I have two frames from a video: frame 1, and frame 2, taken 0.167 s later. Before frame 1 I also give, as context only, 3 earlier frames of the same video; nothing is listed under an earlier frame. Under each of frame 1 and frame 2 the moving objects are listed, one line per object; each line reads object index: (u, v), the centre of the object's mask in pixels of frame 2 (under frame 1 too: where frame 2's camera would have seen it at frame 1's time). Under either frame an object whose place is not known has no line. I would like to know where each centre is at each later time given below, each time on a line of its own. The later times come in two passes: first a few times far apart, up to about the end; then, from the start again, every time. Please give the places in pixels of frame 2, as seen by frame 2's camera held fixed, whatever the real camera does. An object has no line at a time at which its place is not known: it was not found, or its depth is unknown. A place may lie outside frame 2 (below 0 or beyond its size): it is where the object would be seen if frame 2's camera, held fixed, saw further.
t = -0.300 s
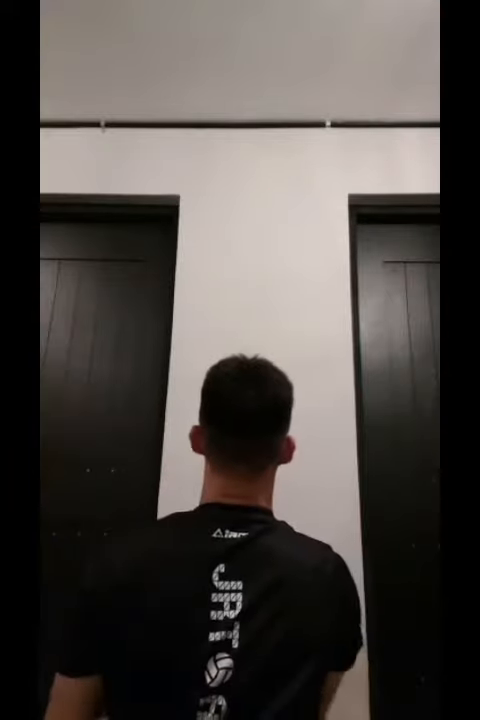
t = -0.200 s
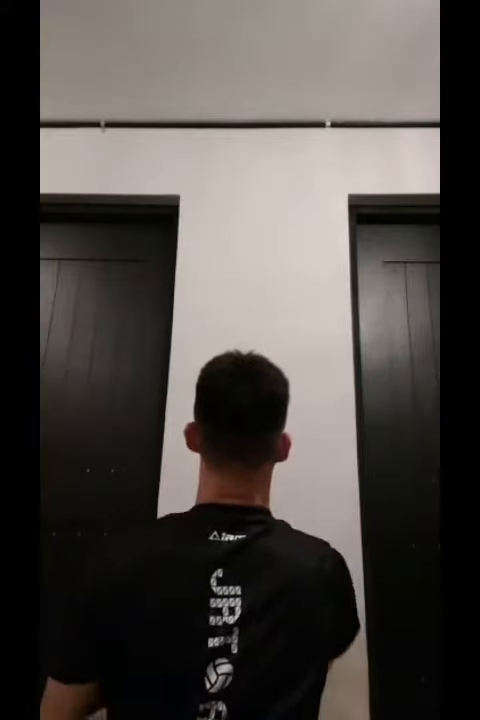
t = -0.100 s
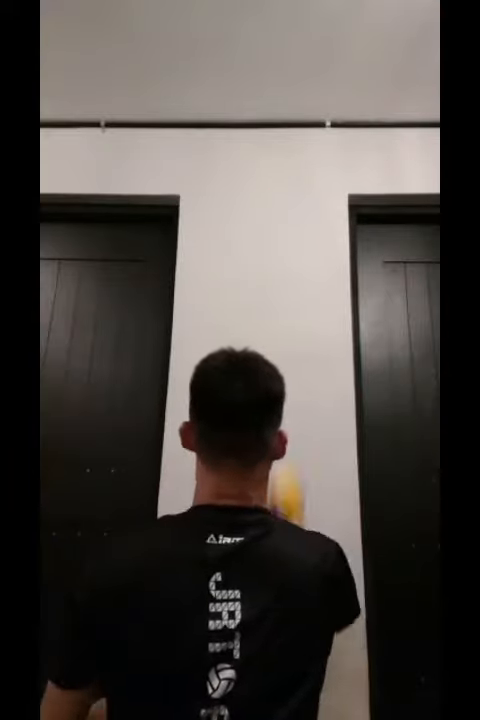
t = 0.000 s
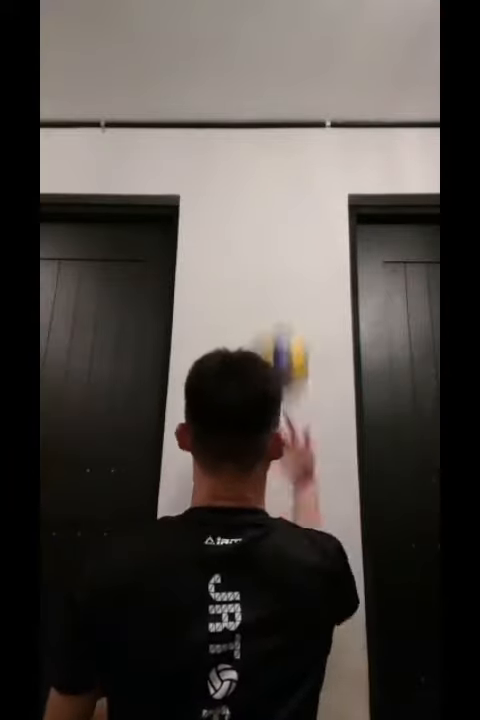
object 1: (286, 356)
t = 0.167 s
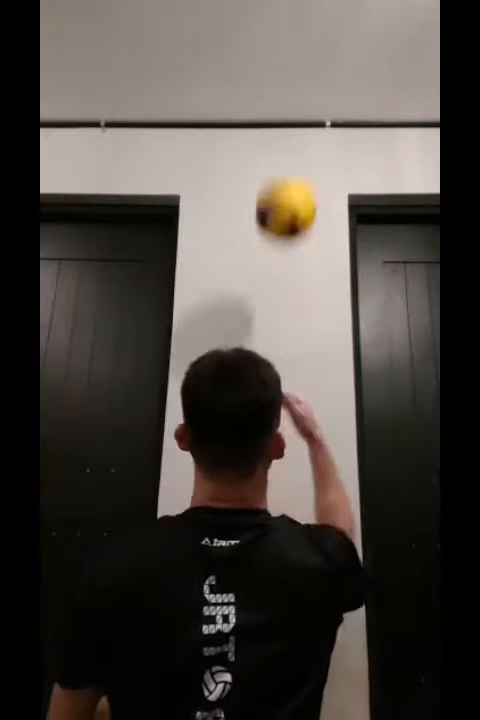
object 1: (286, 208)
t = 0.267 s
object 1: (291, 152)
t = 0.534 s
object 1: (304, 118)
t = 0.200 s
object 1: (287, 187)
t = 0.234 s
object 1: (289, 169)
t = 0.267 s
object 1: (291, 152)
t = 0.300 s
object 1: (293, 140)
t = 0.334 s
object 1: (294, 129)
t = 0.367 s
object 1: (296, 119)
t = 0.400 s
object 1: (298, 115)
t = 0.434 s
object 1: (300, 110)
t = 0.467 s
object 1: (301, 111)
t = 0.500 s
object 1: (303, 113)
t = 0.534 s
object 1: (304, 118)
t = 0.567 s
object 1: (307, 125)
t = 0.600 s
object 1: (309, 137)
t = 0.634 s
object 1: (311, 152)
